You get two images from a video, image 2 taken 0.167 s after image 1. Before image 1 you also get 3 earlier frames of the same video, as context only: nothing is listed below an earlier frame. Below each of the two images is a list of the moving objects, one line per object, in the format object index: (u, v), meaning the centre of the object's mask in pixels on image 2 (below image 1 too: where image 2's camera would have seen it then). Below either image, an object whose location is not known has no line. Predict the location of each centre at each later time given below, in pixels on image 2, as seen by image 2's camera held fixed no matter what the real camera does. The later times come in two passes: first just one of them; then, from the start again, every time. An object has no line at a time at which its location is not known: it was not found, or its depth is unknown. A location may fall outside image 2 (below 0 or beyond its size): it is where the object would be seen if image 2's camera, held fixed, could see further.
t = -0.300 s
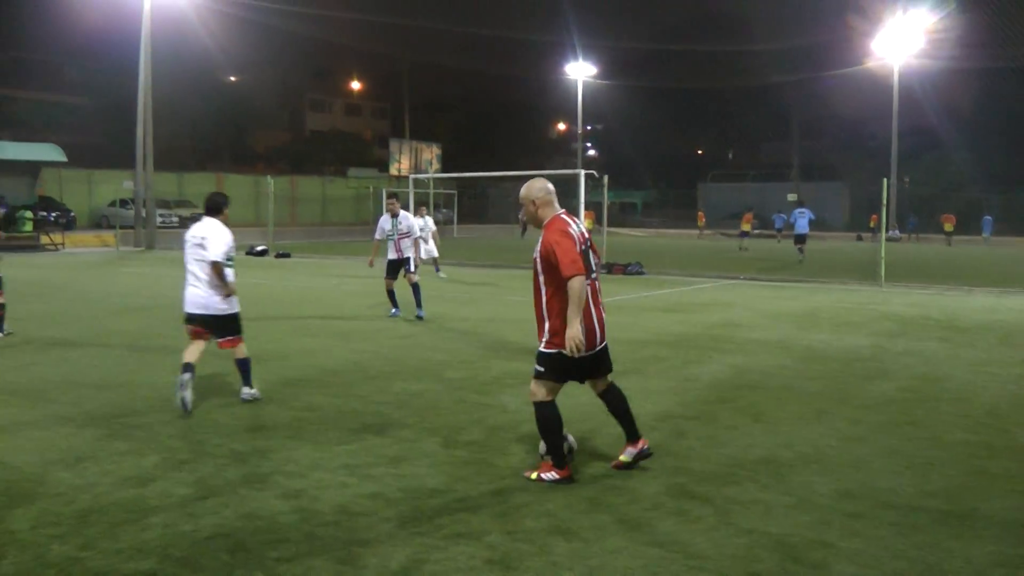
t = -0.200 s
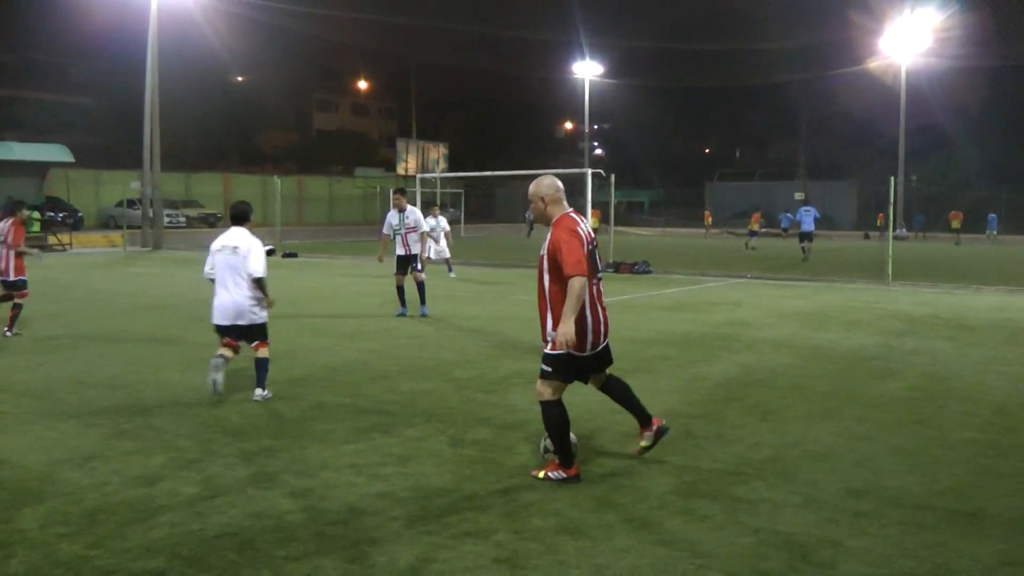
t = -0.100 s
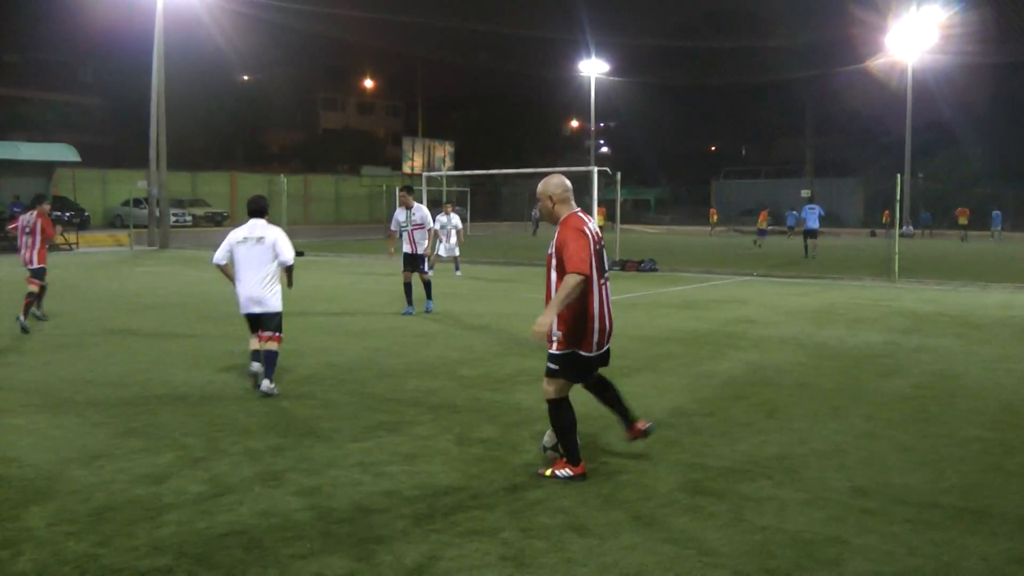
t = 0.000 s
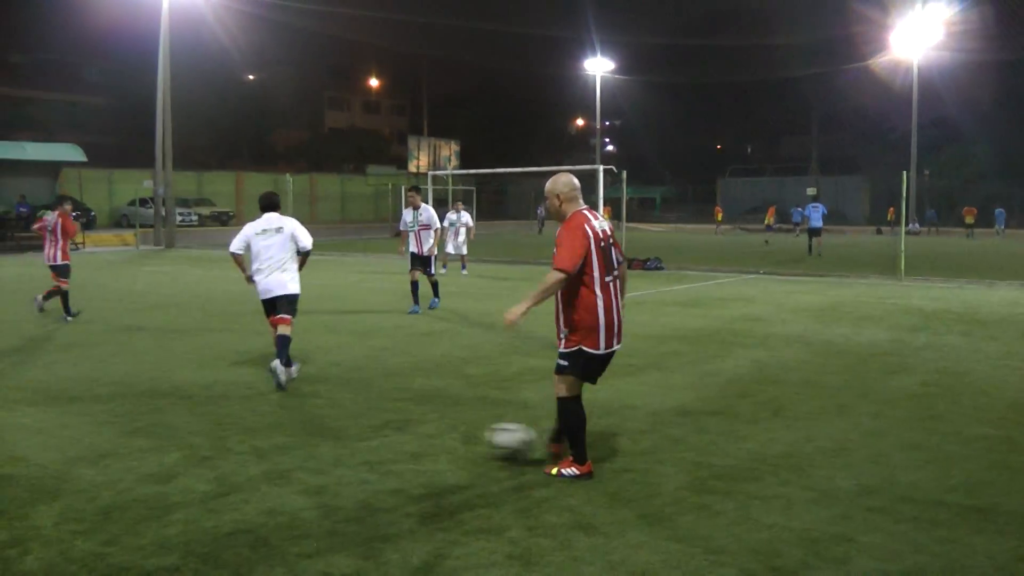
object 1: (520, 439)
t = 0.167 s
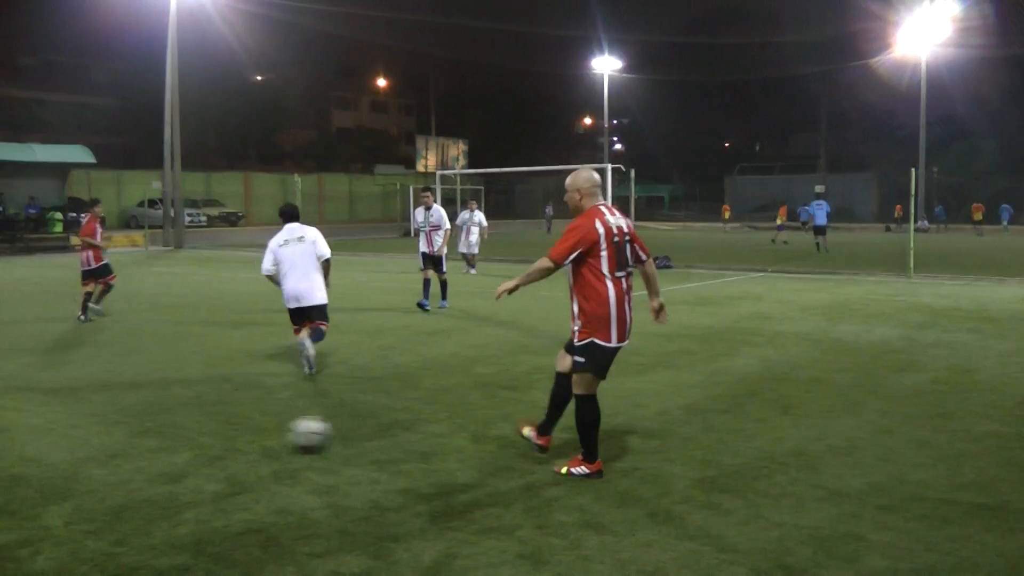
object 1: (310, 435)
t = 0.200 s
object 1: (272, 435)
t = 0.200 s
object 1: (272, 435)
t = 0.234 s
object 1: (238, 433)
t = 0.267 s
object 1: (205, 432)
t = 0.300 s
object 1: (174, 431)
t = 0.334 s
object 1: (144, 432)
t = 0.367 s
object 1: (115, 432)
